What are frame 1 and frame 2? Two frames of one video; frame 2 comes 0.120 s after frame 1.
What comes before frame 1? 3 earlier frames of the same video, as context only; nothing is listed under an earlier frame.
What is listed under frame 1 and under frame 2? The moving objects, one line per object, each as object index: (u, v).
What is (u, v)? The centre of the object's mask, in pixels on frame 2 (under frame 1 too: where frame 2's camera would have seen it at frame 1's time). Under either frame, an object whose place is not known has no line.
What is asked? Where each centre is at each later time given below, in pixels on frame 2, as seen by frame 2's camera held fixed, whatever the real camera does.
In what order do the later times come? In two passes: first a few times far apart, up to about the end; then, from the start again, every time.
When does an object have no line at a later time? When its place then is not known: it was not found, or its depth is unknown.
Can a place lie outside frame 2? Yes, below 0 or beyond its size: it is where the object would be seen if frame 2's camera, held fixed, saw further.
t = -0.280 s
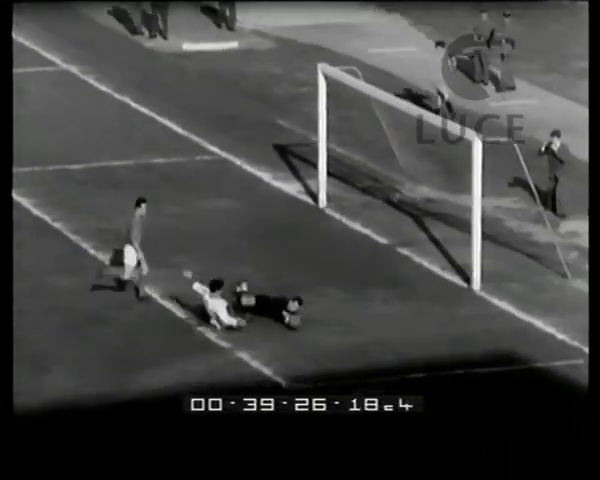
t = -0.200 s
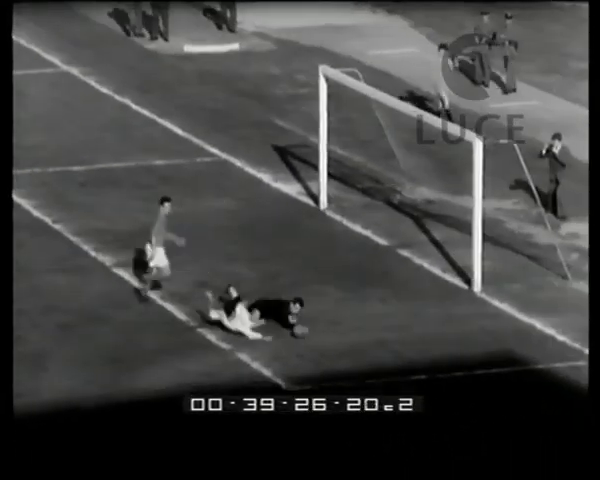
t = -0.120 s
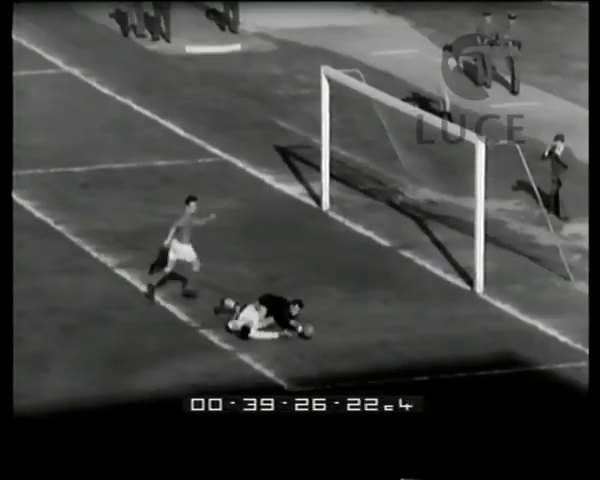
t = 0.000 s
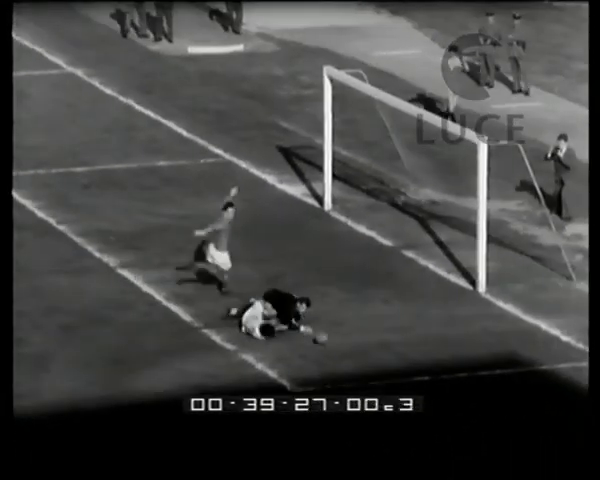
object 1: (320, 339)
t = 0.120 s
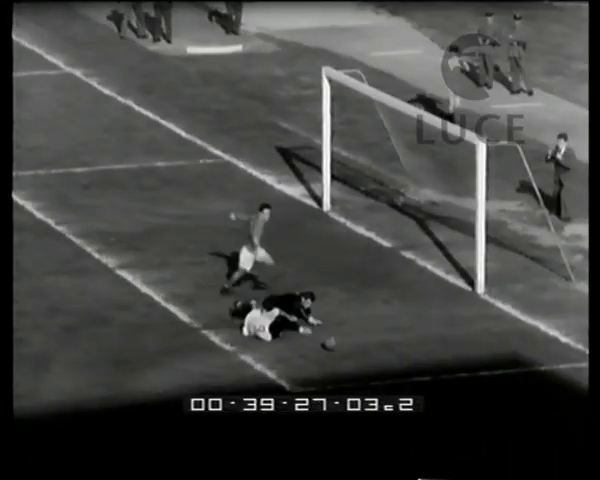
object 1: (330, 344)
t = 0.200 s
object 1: (337, 346)
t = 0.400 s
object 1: (353, 353)
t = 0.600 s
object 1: (370, 360)
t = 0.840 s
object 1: (389, 366)
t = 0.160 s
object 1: (334, 345)
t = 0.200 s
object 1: (337, 346)
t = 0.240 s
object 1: (341, 347)
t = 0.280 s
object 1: (344, 349)
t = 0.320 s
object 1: (347, 351)
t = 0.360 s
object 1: (350, 352)
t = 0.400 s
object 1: (353, 353)
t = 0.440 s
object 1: (356, 355)
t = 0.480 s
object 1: (360, 355)
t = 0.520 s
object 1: (363, 356)
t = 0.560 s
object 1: (367, 358)
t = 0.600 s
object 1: (370, 360)
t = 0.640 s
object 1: (374, 361)
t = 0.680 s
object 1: (377, 362)
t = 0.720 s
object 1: (380, 362)
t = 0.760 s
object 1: (383, 364)
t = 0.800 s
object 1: (387, 365)
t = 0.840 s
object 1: (389, 366)
